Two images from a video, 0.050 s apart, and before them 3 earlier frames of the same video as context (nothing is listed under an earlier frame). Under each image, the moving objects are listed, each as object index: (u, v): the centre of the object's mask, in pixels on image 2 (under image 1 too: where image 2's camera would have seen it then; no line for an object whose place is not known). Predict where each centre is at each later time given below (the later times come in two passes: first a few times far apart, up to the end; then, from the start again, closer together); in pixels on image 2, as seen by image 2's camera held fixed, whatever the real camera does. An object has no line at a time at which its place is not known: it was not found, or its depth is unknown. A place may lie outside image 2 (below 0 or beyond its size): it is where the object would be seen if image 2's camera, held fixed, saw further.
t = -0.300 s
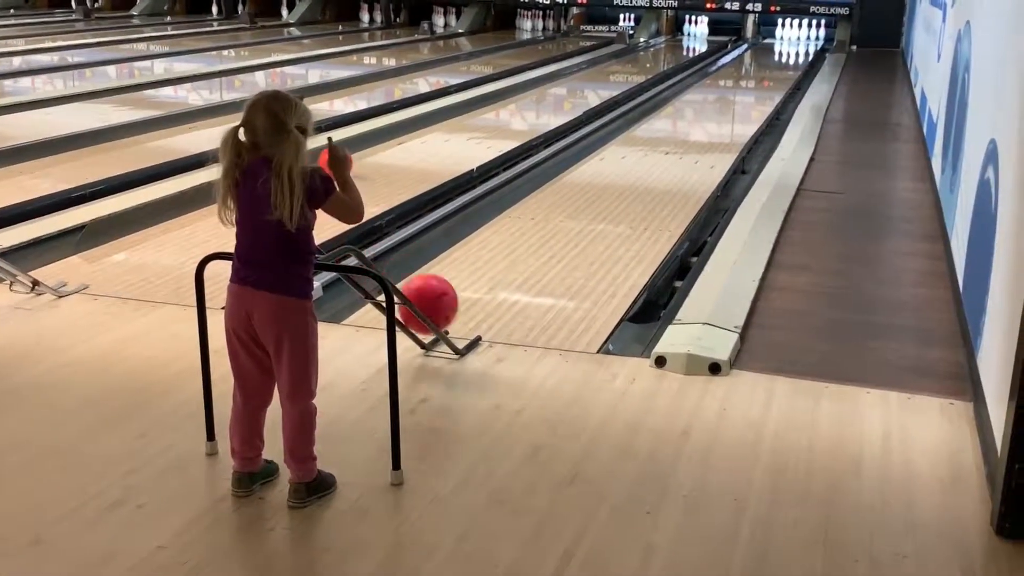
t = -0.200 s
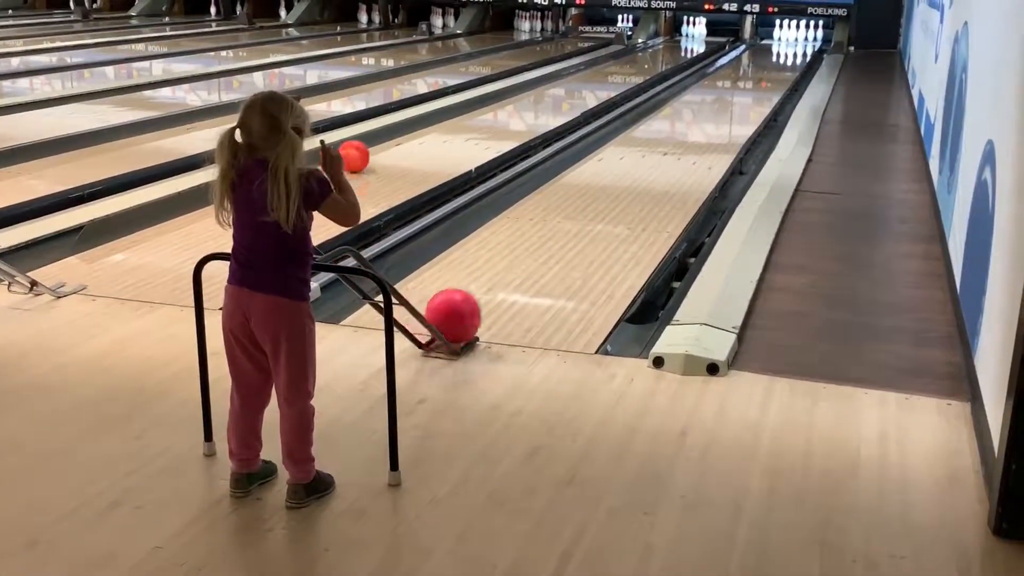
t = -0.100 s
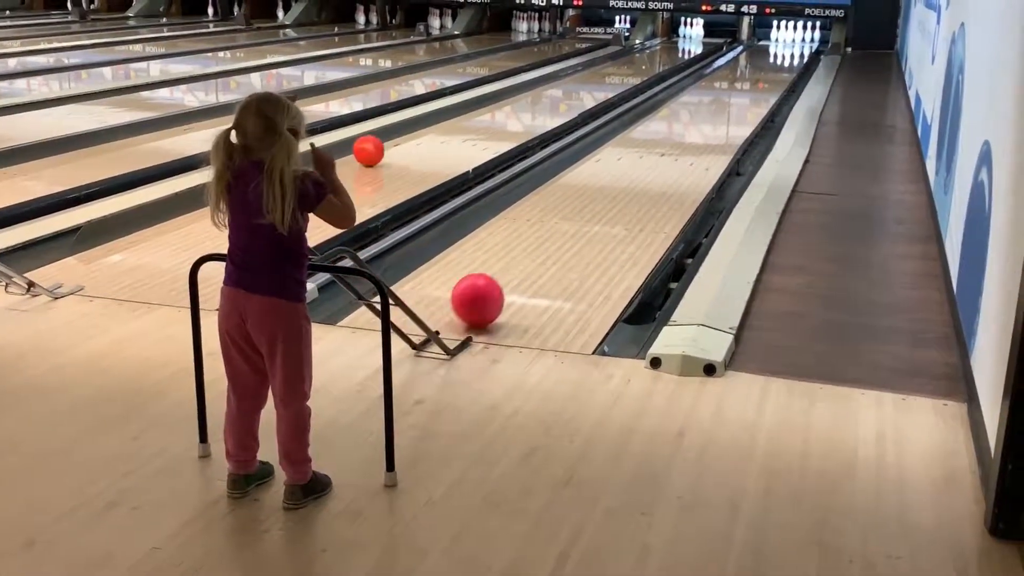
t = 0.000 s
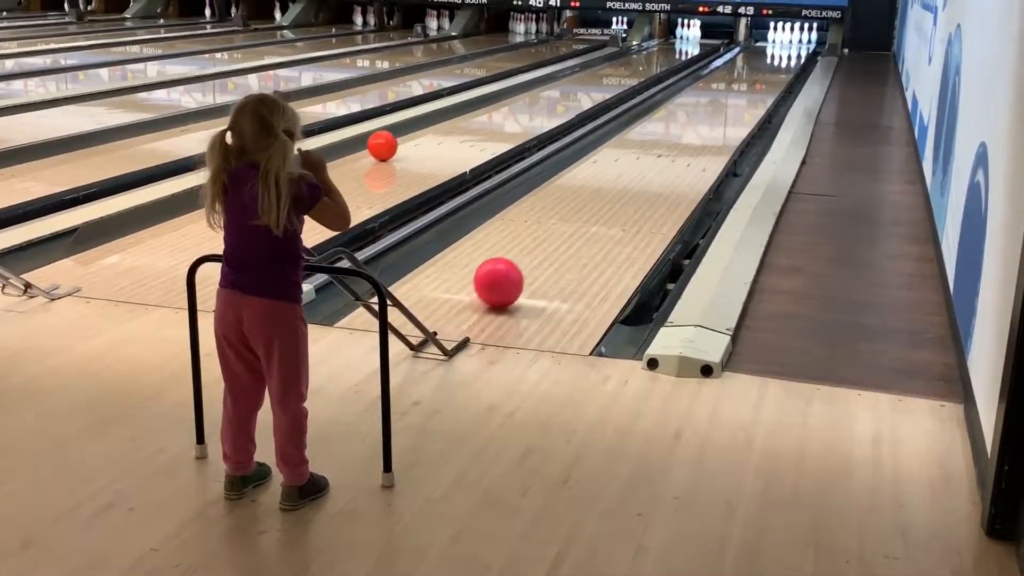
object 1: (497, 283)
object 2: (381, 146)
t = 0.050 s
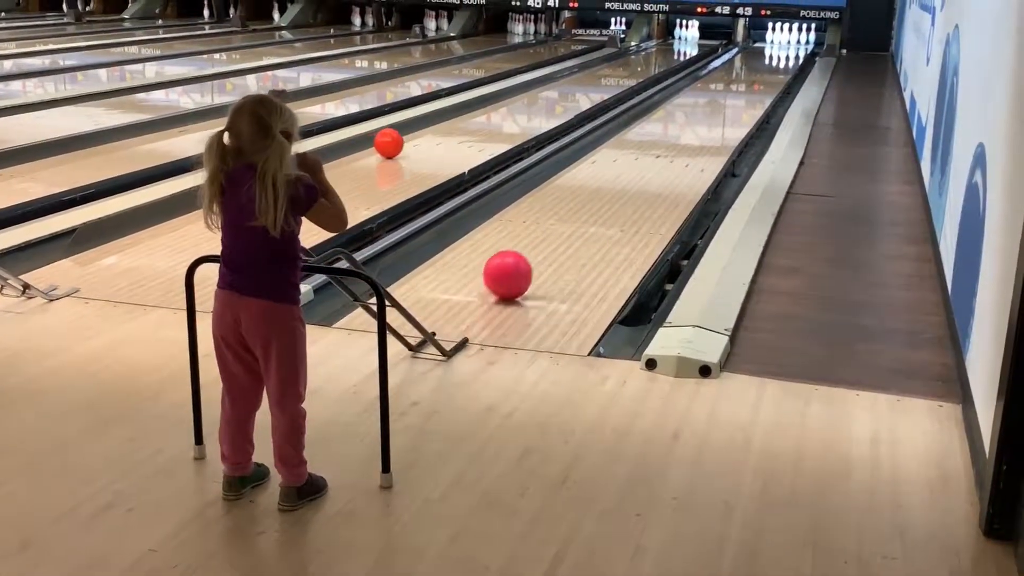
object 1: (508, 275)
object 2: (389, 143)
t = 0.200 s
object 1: (537, 253)
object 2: (410, 135)
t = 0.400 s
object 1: (569, 229)
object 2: (436, 126)
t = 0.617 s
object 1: (597, 208)
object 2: (461, 117)
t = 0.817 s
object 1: (618, 191)
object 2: (480, 110)
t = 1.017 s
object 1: (637, 176)
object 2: (498, 103)
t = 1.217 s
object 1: (652, 165)
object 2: (515, 97)
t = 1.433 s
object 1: (667, 154)
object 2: (530, 91)
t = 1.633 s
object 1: (678, 145)
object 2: (543, 87)
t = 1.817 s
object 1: (687, 137)
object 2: (554, 82)
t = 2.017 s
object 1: (697, 130)
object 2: (565, 78)
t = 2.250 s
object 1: (706, 122)
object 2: (577, 74)
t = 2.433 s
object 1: (713, 116)
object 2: (584, 71)
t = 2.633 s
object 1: (720, 110)
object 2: (594, 68)
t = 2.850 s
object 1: (727, 104)
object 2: (603, 64)
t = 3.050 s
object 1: (733, 98)
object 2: (610, 61)
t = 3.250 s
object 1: (738, 94)
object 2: (616, 59)
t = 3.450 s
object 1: (743, 89)
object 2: (623, 57)
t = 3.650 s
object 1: (747, 85)
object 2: (628, 55)
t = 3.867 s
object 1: (751, 82)
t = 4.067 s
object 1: (755, 79)
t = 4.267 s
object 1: (759, 75)
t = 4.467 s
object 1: (762, 72)
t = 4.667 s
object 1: (765, 70)
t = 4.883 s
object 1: (768, 66)
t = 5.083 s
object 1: (771, 64)
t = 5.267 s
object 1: (773, 62)
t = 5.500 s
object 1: (775, 59)
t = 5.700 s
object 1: (777, 57)
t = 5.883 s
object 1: (779, 55)
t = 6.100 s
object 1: (781, 53)
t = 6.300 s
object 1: (783, 51)
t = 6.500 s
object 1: (784, 49)
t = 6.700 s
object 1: (786, 47)
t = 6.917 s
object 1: (788, 45)
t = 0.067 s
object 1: (511, 272)
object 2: (391, 142)
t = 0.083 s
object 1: (514, 270)
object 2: (393, 141)
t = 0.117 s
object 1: (521, 265)
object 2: (399, 139)
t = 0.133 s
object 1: (524, 263)
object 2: (401, 139)
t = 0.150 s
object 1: (527, 260)
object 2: (403, 138)
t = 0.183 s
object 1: (534, 256)
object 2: (408, 136)
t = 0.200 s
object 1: (537, 253)
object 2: (410, 135)
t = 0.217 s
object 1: (540, 251)
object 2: (413, 134)
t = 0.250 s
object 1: (545, 247)
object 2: (417, 132)
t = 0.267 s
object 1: (548, 244)
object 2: (419, 132)
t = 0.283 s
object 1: (551, 242)
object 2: (421, 131)
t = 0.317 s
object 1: (556, 238)
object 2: (426, 129)
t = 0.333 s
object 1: (559, 237)
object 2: (427, 129)
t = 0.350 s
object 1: (561, 234)
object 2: (430, 128)
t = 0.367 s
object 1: (564, 233)
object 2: (432, 127)
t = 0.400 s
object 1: (569, 229)
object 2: (436, 126)
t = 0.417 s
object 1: (571, 227)
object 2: (438, 125)
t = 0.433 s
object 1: (573, 225)
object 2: (440, 124)
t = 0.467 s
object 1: (578, 222)
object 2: (444, 123)
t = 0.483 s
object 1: (580, 220)
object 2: (446, 122)
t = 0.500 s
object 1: (582, 218)
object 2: (448, 122)
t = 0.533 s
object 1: (587, 215)
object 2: (451, 120)
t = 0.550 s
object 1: (589, 214)
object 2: (453, 119)
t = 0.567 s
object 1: (591, 212)
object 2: (455, 119)
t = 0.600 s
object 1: (595, 209)
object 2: (459, 118)
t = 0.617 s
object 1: (597, 208)
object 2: (461, 117)
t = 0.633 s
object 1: (599, 206)
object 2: (462, 116)
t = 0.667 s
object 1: (603, 203)
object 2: (466, 115)
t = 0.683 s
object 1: (605, 201)
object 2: (467, 114)
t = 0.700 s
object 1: (607, 200)
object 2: (469, 114)
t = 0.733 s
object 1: (610, 197)
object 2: (473, 112)
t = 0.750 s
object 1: (612, 196)
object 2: (474, 112)
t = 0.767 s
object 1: (614, 195)
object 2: (476, 111)
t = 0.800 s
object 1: (617, 192)
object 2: (479, 110)
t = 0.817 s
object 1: (618, 191)
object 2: (480, 110)
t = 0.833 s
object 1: (620, 190)
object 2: (482, 109)
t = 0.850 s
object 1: (622, 188)
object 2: (484, 109)
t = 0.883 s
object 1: (625, 186)
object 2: (487, 107)
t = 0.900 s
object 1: (626, 185)
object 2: (488, 107)
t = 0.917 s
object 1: (628, 184)
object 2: (489, 106)
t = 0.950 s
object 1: (631, 181)
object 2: (493, 105)
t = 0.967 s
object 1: (633, 180)
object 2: (494, 105)
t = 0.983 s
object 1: (634, 179)
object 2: (496, 104)
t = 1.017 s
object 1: (637, 176)
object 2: (498, 103)
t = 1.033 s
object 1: (638, 176)
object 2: (500, 103)
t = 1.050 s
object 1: (640, 175)
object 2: (501, 102)
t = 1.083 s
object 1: (642, 173)
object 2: (504, 101)
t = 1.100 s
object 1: (644, 172)
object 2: (505, 101)
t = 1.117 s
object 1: (645, 171)
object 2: (506, 101)
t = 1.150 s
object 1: (647, 169)
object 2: (509, 99)
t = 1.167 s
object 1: (649, 168)
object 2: (510, 99)
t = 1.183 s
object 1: (650, 167)
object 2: (512, 98)
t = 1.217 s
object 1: (652, 165)
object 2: (515, 97)
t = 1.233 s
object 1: (654, 164)
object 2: (516, 97)
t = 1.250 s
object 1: (655, 163)
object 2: (517, 96)
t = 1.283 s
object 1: (657, 161)
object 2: (520, 95)
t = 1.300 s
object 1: (658, 160)
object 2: (521, 95)
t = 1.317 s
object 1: (659, 160)
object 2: (522, 94)
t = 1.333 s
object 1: (660, 159)
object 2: (523, 94)
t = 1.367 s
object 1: (662, 157)
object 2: (525, 93)
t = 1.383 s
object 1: (663, 156)
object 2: (526, 93)
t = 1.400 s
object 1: (664, 155)
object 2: (528, 92)
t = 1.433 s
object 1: (667, 154)
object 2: (530, 91)
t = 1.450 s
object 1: (667, 153)
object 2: (531, 91)
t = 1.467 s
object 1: (668, 152)
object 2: (533, 90)
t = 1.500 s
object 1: (670, 151)
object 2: (535, 90)
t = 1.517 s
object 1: (671, 150)
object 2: (536, 89)
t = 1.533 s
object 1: (673, 149)
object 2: (537, 89)
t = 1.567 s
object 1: (674, 148)
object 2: (539, 88)
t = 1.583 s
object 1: (675, 147)
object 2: (540, 88)
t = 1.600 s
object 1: (676, 146)
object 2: (541, 87)
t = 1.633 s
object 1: (678, 145)
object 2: (543, 87)
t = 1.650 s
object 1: (679, 144)
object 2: (544, 86)
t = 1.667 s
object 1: (680, 143)
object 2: (546, 86)
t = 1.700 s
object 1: (682, 142)
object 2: (548, 85)
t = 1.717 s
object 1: (682, 141)
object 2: (549, 84)
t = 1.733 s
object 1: (683, 141)
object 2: (549, 84)
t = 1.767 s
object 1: (685, 139)
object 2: (551, 83)
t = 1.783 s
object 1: (686, 139)
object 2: (552, 83)
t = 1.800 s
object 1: (687, 138)
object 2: (553, 83)
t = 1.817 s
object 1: (687, 137)
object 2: (554, 82)
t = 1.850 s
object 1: (689, 136)
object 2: (556, 82)
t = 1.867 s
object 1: (690, 136)
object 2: (557, 81)
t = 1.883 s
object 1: (690, 135)
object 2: (558, 81)
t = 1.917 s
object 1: (692, 133)
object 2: (560, 80)
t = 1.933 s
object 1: (693, 133)
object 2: (561, 80)
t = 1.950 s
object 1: (693, 132)
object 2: (562, 80)
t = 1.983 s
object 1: (695, 131)
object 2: (564, 79)
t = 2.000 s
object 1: (696, 130)
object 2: (564, 79)
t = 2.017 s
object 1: (697, 130)
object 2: (565, 78)
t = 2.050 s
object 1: (698, 129)
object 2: (567, 78)
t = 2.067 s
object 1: (699, 128)
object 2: (568, 77)
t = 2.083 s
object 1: (700, 127)
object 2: (569, 77)
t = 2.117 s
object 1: (701, 126)
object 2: (571, 77)
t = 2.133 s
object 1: (702, 126)
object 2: (571, 76)
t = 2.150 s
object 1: (702, 125)
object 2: (572, 76)
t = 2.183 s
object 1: (704, 124)
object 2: (574, 75)
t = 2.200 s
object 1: (704, 123)
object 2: (574, 75)
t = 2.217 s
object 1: (705, 123)
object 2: (575, 75)
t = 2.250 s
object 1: (706, 122)
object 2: (577, 74)
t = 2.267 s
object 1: (707, 121)
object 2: (578, 74)
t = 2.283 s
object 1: (707, 120)
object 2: (579, 74)
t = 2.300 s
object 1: (708, 120)
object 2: (579, 73)
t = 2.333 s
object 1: (709, 119)
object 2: (581, 72)
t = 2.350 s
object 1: (710, 118)
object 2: (582, 72)
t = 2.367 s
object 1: (711, 118)
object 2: (582, 72)
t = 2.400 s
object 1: (712, 117)
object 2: (583, 72)
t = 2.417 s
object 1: (712, 116)
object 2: (584, 71)
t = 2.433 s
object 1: (713, 116)
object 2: (584, 71)
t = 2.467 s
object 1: (714, 115)
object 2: (586, 70)
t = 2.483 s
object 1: (715, 114)
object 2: (587, 70)
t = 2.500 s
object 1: (716, 113)
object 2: (588, 70)
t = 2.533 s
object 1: (717, 112)
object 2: (590, 69)
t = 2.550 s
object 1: (717, 112)
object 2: (590, 69)
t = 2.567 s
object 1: (718, 112)
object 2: (591, 69)
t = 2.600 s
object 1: (719, 110)
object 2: (592, 68)
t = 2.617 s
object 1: (719, 110)
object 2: (593, 68)
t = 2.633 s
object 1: (720, 110)
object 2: (594, 68)
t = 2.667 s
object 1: (721, 109)
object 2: (595, 67)
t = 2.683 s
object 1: (721, 108)
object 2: (595, 67)
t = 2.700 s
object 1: (722, 108)
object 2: (596, 67)
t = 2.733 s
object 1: (723, 107)
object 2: (597, 66)
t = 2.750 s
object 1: (724, 106)
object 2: (598, 66)
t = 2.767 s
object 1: (724, 106)
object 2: (599, 65)
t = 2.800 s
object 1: (726, 105)
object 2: (601, 65)
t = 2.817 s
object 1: (726, 104)
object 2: (601, 65)
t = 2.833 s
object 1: (726, 104)
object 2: (602, 65)
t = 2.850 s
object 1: (727, 104)
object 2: (603, 64)
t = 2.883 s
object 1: (728, 103)
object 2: (604, 64)
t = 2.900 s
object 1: (729, 102)
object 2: (604, 64)
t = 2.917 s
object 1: (729, 102)
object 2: (605, 63)
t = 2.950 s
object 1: (730, 101)
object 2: (606, 63)
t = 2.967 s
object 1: (730, 101)
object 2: (606, 63)
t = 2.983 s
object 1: (730, 101)
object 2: (607, 63)
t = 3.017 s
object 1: (731, 100)
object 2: (608, 62)
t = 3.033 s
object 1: (732, 99)
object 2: (609, 62)
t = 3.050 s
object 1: (733, 98)
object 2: (610, 61)
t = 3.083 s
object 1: (734, 98)
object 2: (611, 61)
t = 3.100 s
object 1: (734, 97)
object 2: (612, 61)
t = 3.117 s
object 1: (735, 97)
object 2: (613, 60)
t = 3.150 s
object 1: (736, 96)
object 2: (613, 60)
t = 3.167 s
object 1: (736, 96)
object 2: (614, 60)
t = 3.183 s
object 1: (736, 95)
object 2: (614, 60)
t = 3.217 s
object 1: (737, 94)
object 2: (615, 60)
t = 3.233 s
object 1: (737, 94)
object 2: (615, 60)
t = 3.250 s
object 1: (738, 94)
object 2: (616, 59)
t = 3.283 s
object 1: (739, 92)
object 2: (617, 59)
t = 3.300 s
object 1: (739, 92)
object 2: (619, 59)
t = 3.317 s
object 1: (740, 92)
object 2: (618, 59)
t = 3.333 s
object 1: (740, 91)
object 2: (620, 58)
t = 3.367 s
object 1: (741, 91)
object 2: (621, 58)
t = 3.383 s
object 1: (741, 91)
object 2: (621, 58)
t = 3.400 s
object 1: (742, 90)
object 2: (621, 57)
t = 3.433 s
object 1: (743, 90)
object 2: (622, 57)
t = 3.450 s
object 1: (743, 89)
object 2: (623, 57)
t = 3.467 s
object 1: (743, 89)
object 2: (623, 57)
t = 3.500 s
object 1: (743, 89)
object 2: (623, 57)
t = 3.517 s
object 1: (745, 88)
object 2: (624, 56)
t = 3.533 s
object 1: (745, 88)
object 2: (624, 56)
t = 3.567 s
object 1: (745, 87)
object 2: (624, 56)
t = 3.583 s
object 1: (746, 86)
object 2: (626, 55)
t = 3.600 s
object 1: (746, 86)
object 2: (628, 55)
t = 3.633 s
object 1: (747, 86)
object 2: (628, 55)
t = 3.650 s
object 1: (747, 85)
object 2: (628, 55)
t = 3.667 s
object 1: (748, 85)
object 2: (629, 55)
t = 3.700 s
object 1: (748, 85)
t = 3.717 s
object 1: (749, 84)
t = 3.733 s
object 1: (749, 84)
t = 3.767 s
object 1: (750, 83)
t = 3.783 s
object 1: (750, 83)
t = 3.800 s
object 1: (750, 83)
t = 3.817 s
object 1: (750, 83)
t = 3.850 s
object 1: (751, 82)
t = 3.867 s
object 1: (751, 82)
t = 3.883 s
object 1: (752, 82)
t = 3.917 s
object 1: (752, 81)
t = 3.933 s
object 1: (752, 81)
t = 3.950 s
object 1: (753, 80)
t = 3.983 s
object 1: (753, 80)
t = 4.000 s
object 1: (754, 80)
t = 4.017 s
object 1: (754, 80)
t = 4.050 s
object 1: (755, 79)
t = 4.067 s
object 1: (755, 79)
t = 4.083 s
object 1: (756, 78)
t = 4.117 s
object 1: (756, 78)
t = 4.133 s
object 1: (756, 78)
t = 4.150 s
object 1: (757, 77)
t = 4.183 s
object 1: (757, 77)
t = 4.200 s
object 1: (757, 77)
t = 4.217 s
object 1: (758, 76)
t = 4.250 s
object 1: (759, 75)
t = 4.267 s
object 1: (759, 75)
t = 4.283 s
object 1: (759, 75)
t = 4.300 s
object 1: (759, 75)
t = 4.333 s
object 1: (760, 74)
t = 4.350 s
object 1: (761, 74)
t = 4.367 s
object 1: (760, 74)
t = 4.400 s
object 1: (761, 73)
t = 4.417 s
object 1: (761, 73)
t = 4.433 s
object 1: (761, 73)
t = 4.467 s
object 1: (762, 72)
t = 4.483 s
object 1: (762, 72)
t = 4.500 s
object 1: (762, 72)
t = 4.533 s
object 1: (763, 71)
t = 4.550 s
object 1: (763, 71)
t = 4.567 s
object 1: (763, 71)
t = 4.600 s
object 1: (764, 70)
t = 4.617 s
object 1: (764, 70)
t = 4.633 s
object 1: (765, 70)
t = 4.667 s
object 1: (765, 70)
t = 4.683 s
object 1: (765, 69)
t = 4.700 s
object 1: (765, 69)
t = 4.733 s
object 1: (766, 69)
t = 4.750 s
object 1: (766, 68)
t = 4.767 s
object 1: (766, 68)
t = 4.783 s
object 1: (767, 68)
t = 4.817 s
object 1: (767, 67)
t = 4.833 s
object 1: (767, 67)
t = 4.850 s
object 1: (767, 67)
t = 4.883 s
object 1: (768, 66)
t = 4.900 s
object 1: (769, 66)
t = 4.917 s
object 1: (769, 66)
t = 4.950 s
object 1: (770, 66)
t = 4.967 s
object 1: (770, 65)
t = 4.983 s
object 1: (770, 65)
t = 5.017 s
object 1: (771, 65)
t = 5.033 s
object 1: (771, 65)
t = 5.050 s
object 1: (771, 64)
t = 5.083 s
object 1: (771, 64)
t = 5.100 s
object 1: (771, 64)
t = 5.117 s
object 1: (771, 64)
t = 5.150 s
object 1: (772, 64)
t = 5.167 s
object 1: (772, 64)
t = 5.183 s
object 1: (772, 63)
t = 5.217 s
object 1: (772, 62)
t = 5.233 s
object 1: (772, 62)
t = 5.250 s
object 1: (773, 62)
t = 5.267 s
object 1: (773, 62)
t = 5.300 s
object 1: (773, 62)
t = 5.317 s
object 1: (774, 61)
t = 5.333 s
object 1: (773, 61)
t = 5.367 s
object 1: (774, 61)
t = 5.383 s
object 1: (774, 61)
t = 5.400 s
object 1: (774, 61)
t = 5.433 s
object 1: (775, 60)
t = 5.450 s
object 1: (775, 60)
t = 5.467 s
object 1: (775, 60)
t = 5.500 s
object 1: (775, 59)
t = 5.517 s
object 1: (775, 59)
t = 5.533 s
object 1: (776, 59)
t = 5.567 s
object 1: (776, 58)
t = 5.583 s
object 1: (776, 58)
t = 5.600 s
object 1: (776, 58)
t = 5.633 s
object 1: (776, 58)
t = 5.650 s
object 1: (777, 57)
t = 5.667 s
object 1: (777, 57)
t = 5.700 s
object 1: (777, 57)
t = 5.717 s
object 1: (778, 56)
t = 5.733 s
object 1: (778, 56)
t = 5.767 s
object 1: (778, 56)
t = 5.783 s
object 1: (779, 56)
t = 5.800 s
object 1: (779, 56)
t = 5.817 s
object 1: (779, 55)
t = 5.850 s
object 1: (779, 55)
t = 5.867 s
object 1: (779, 55)
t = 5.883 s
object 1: (779, 55)
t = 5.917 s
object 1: (780, 54)
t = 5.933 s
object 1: (780, 54)
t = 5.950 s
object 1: (780, 54)
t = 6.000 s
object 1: (781, 53)
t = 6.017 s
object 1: (781, 53)
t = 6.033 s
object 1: (781, 53)
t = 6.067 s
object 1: (781, 53)
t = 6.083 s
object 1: (781, 53)
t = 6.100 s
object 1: (781, 53)
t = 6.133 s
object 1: (782, 53)
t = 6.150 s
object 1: (782, 52)
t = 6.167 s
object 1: (782, 52)
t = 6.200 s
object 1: (782, 52)
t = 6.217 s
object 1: (782, 52)
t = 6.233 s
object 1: (783, 51)
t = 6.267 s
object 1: (783, 51)
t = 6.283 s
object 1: (783, 51)
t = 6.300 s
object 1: (783, 51)
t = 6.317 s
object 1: (784, 50)
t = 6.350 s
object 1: (784, 50)
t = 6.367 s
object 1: (784, 50)
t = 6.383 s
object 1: (784, 50)
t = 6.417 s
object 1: (784, 50)
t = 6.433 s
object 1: (784, 49)
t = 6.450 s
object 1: (784, 49)
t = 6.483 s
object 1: (784, 49)
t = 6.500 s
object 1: (784, 49)
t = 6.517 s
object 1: (785, 48)
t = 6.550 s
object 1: (785, 48)
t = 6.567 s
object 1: (785, 48)
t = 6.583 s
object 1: (786, 48)
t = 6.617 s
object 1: (786, 47)
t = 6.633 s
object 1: (786, 47)
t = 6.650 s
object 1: (786, 47)
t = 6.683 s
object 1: (786, 47)
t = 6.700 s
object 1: (786, 47)
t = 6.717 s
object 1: (786, 47)
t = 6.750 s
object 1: (787, 46)
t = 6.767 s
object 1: (787, 46)
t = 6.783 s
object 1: (787, 46)
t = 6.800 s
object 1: (787, 46)
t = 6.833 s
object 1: (787, 45)
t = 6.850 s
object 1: (787, 45)
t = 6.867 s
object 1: (787, 45)
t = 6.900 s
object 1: (788, 45)
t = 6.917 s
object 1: (788, 45)
